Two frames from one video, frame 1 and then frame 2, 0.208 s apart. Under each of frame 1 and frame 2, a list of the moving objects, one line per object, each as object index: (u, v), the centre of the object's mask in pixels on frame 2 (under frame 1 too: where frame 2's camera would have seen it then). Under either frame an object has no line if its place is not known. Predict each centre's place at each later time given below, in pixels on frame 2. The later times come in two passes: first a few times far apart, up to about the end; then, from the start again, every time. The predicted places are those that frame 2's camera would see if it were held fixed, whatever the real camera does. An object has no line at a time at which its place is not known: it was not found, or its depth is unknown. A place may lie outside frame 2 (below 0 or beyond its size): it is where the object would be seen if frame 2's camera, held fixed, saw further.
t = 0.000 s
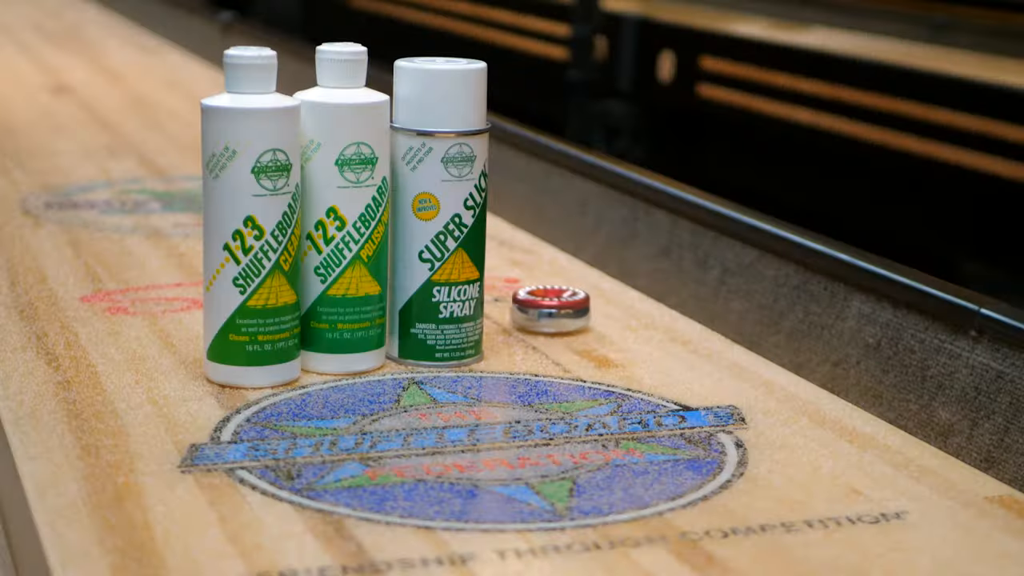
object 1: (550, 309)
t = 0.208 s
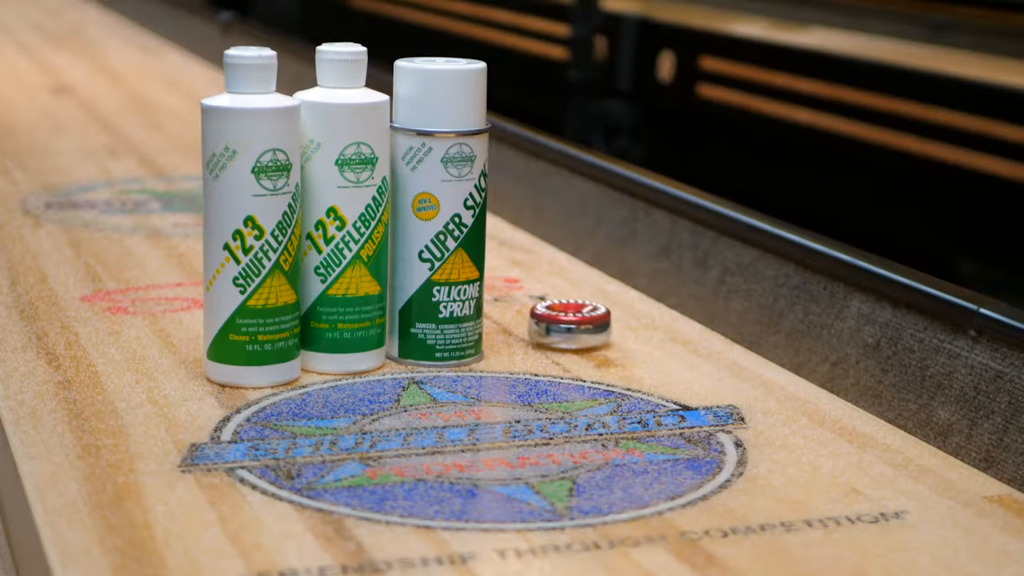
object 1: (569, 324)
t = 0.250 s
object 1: (573, 327)
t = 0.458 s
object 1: (591, 343)
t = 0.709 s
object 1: (611, 360)
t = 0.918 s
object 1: (625, 374)
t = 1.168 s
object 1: (638, 389)
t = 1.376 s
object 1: (646, 401)
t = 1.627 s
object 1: (654, 414)
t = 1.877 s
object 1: (658, 424)
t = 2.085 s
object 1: (658, 431)
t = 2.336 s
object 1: (657, 437)
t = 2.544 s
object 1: (655, 439)
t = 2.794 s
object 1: (653, 441)
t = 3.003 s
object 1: (653, 441)
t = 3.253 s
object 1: (652, 441)
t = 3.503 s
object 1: (652, 441)
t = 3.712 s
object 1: (652, 441)
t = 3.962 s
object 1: (652, 441)
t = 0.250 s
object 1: (573, 327)
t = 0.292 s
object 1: (577, 330)
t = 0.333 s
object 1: (580, 333)
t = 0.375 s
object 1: (584, 337)
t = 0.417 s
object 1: (587, 340)
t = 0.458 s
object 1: (591, 343)
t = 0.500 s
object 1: (594, 346)
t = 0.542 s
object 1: (598, 348)
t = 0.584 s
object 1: (602, 351)
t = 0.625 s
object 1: (605, 355)
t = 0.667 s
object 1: (608, 358)
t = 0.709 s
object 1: (611, 360)
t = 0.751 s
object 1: (614, 363)
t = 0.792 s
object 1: (617, 366)
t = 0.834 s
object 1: (619, 369)
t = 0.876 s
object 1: (622, 372)
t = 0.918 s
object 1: (625, 374)
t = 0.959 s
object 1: (627, 377)
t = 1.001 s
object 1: (630, 379)
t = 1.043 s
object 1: (632, 382)
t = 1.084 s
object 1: (634, 385)
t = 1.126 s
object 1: (636, 387)
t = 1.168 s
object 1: (638, 389)
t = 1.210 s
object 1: (640, 392)
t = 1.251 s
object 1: (642, 394)
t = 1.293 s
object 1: (643, 397)
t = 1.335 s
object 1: (645, 399)
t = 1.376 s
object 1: (646, 401)
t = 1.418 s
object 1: (648, 404)
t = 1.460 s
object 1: (649, 406)
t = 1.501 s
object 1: (650, 408)
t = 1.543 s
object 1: (652, 410)
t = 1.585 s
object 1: (653, 412)
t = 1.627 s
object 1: (654, 414)
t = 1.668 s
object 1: (655, 416)
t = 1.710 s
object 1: (655, 418)
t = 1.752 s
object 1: (656, 420)
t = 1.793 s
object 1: (657, 421)
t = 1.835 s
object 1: (657, 423)
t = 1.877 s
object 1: (658, 424)
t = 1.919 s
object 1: (658, 426)
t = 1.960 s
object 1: (658, 427)
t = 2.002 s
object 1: (658, 429)
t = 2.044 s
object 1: (658, 430)
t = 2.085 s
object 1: (658, 431)
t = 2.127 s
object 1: (658, 432)
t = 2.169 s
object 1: (658, 433)
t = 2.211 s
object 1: (658, 434)
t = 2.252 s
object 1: (657, 435)
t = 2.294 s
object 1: (657, 436)
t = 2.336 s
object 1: (657, 437)
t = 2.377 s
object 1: (657, 438)
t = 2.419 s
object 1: (656, 438)
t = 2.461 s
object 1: (656, 439)
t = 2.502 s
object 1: (656, 439)
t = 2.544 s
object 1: (655, 439)
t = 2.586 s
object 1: (655, 440)
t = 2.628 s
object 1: (654, 440)
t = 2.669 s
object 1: (654, 440)
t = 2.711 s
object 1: (653, 441)
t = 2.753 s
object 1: (653, 441)
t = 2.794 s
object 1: (653, 441)
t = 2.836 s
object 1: (653, 441)
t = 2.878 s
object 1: (653, 441)
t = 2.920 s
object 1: (653, 441)
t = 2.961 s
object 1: (653, 441)
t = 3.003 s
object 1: (653, 441)
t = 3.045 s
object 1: (652, 441)
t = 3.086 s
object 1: (652, 441)
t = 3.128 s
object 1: (652, 441)
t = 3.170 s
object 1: (652, 441)
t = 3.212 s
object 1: (652, 441)
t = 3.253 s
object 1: (652, 441)
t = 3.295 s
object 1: (652, 441)
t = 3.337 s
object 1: (652, 441)
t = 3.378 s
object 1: (652, 441)
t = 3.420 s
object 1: (652, 441)
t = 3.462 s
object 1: (652, 441)
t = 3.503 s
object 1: (652, 441)
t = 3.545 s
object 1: (652, 441)
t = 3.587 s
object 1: (652, 441)
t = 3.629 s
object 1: (652, 441)
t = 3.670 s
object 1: (652, 441)
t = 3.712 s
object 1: (652, 441)
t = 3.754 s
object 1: (652, 441)
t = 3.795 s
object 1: (652, 441)
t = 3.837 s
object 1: (652, 441)
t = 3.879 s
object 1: (652, 441)
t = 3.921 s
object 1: (652, 441)
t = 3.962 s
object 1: (652, 441)
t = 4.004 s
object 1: (652, 441)
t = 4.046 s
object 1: (652, 441)
